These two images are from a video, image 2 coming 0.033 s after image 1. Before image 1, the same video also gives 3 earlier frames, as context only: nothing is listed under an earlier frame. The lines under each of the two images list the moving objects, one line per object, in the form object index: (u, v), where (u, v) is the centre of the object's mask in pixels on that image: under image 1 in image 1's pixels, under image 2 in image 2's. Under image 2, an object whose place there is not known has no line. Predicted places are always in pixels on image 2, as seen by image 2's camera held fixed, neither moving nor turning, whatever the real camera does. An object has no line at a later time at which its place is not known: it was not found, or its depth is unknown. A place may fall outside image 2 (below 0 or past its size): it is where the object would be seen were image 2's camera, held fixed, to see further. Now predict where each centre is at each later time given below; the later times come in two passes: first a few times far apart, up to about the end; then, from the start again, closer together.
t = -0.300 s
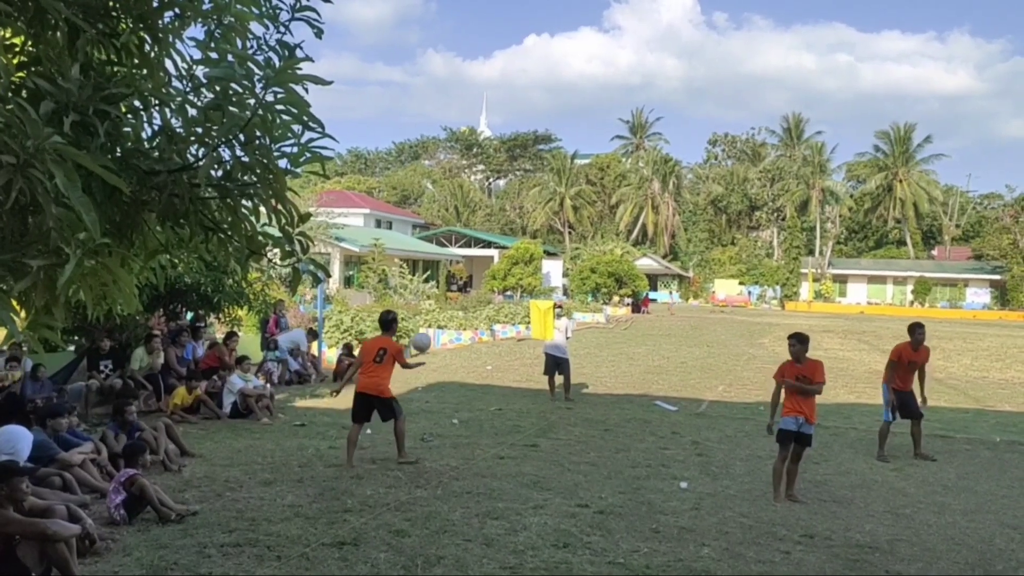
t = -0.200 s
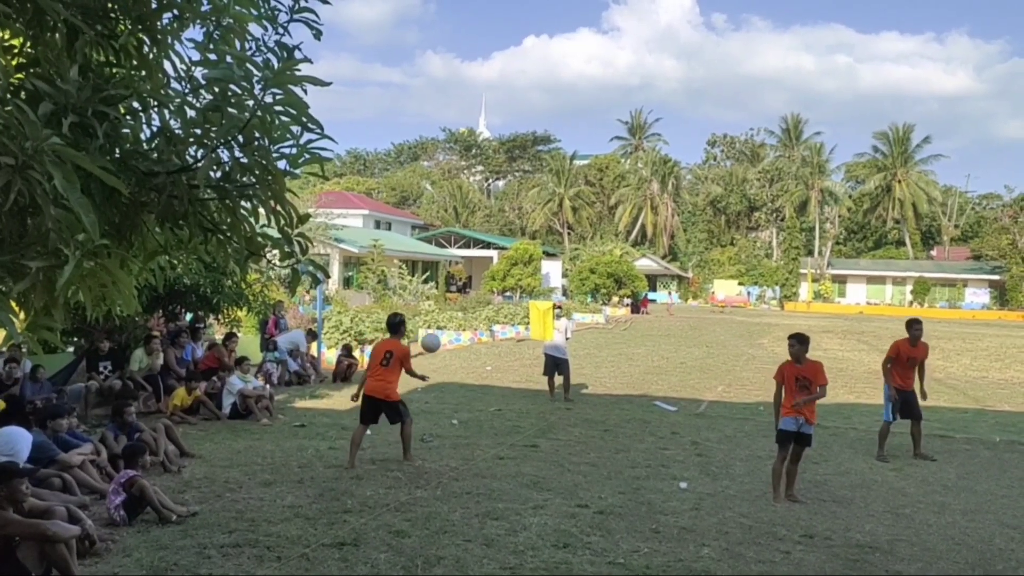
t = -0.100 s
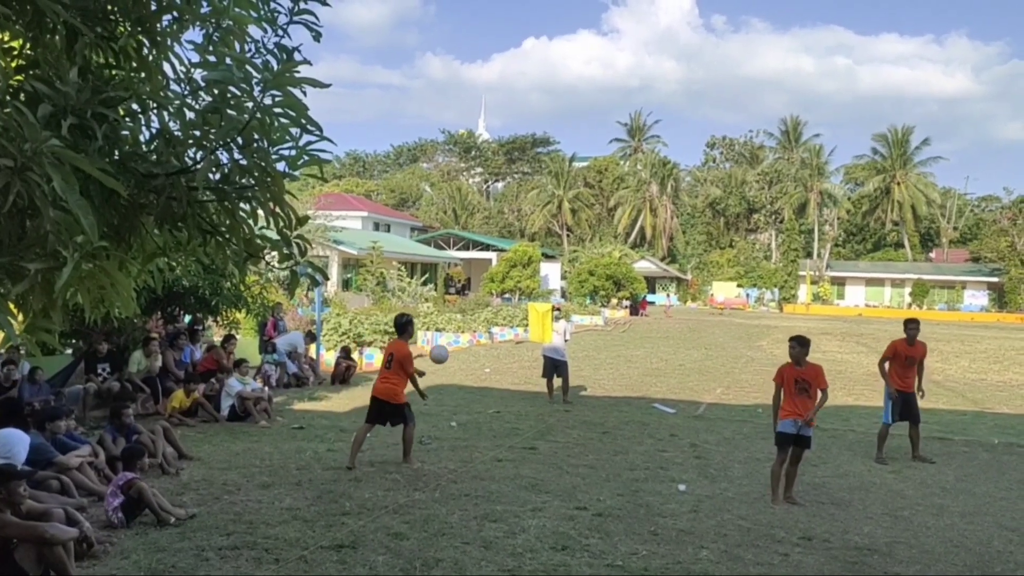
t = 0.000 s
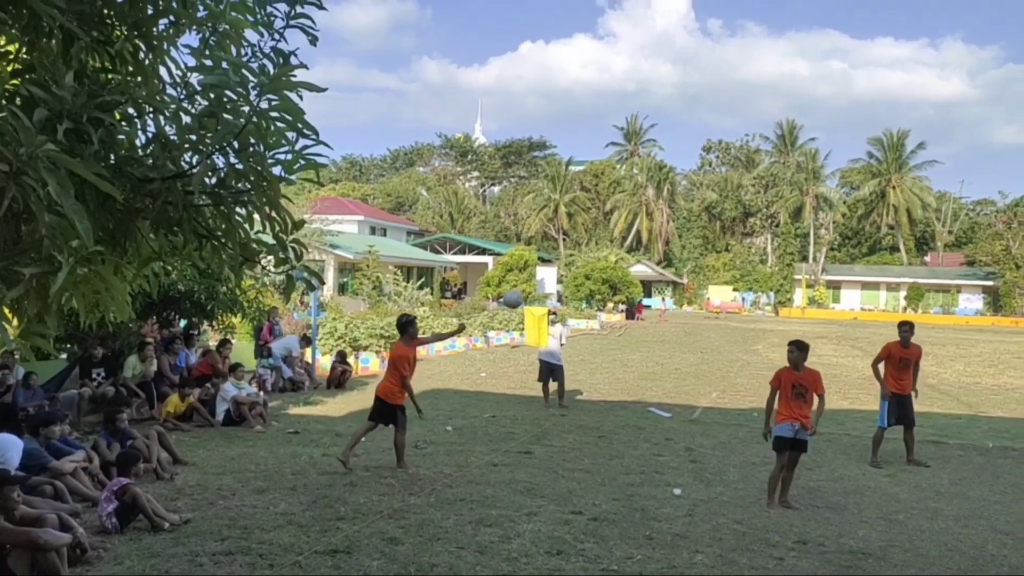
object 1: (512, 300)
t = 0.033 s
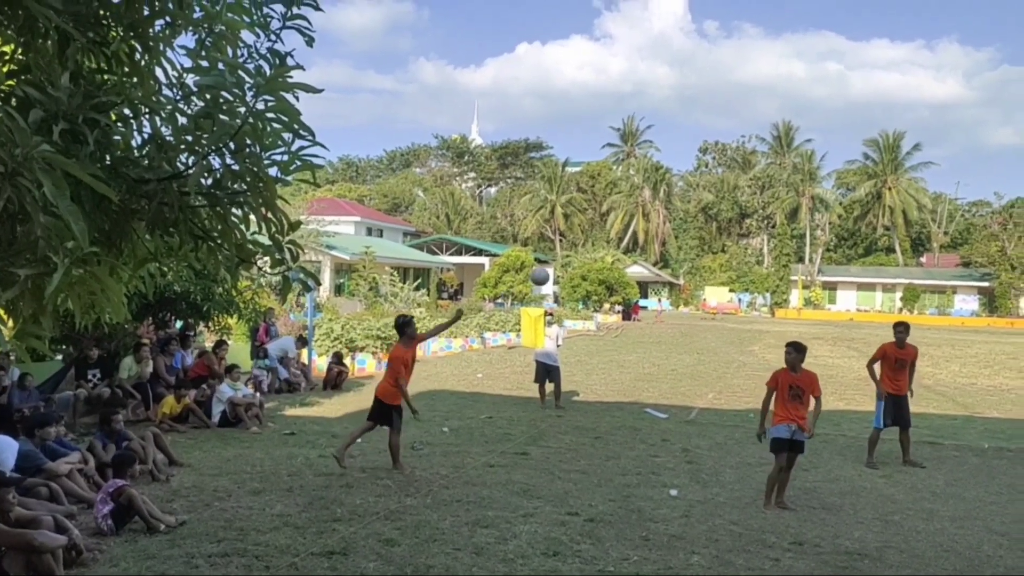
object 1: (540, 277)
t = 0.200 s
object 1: (689, 179)
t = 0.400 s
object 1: (866, 100)
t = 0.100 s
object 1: (600, 233)
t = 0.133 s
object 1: (630, 213)
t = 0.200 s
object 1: (689, 179)
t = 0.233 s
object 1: (718, 162)
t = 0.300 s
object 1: (777, 134)
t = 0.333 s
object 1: (807, 121)
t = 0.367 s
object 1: (836, 110)
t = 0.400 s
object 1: (866, 100)
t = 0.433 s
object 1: (897, 91)
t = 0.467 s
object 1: (926, 81)
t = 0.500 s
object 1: (956, 75)
